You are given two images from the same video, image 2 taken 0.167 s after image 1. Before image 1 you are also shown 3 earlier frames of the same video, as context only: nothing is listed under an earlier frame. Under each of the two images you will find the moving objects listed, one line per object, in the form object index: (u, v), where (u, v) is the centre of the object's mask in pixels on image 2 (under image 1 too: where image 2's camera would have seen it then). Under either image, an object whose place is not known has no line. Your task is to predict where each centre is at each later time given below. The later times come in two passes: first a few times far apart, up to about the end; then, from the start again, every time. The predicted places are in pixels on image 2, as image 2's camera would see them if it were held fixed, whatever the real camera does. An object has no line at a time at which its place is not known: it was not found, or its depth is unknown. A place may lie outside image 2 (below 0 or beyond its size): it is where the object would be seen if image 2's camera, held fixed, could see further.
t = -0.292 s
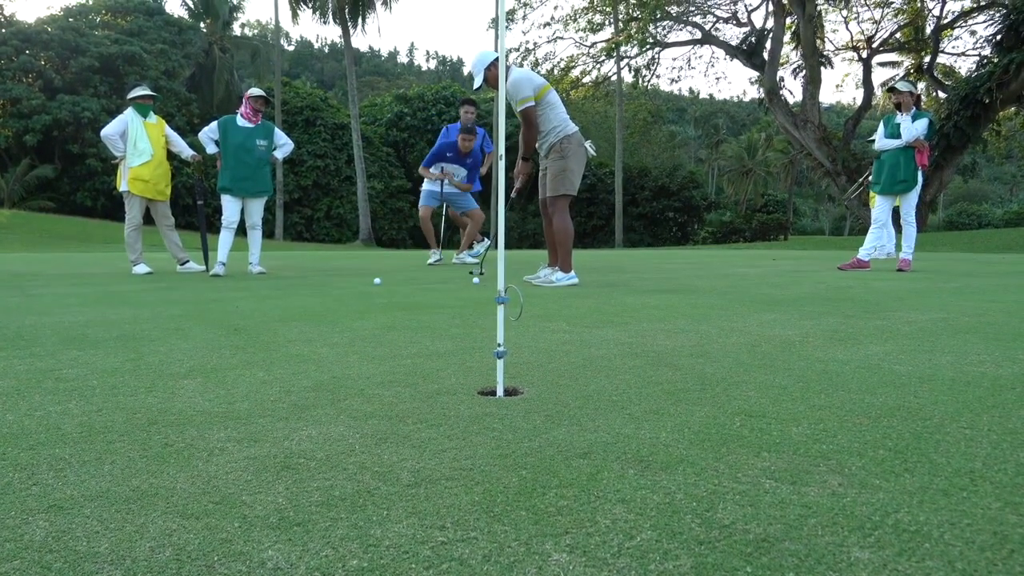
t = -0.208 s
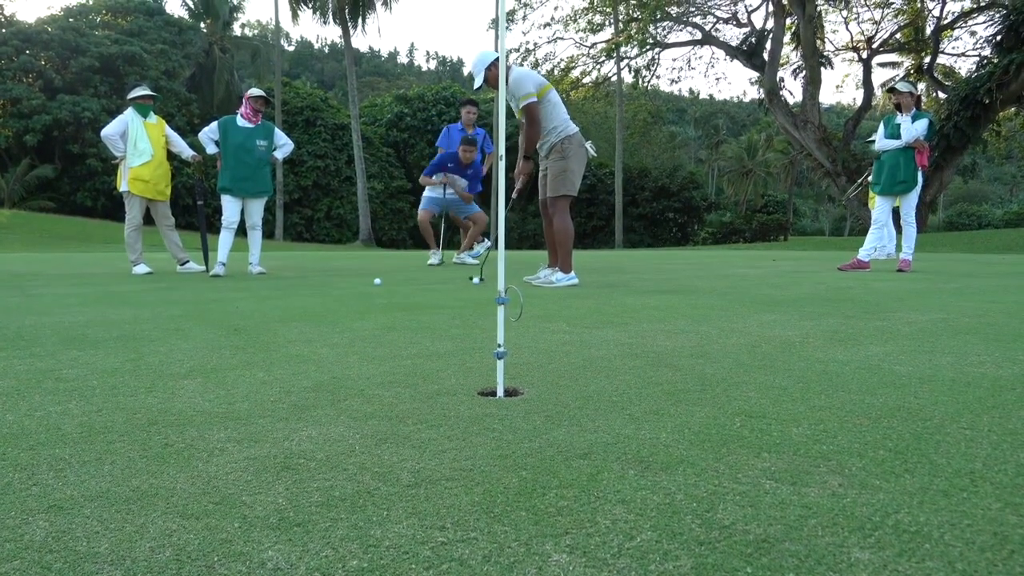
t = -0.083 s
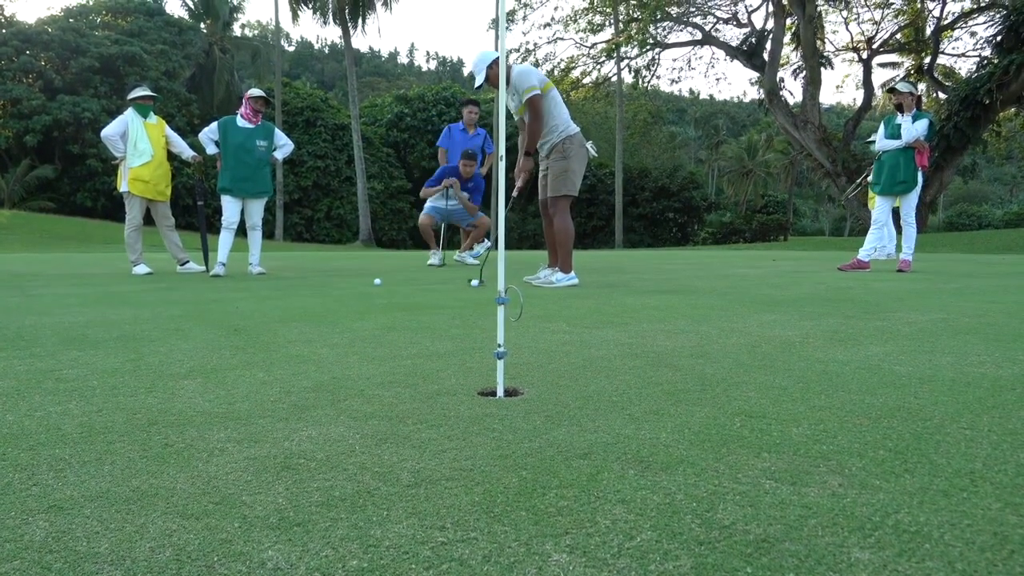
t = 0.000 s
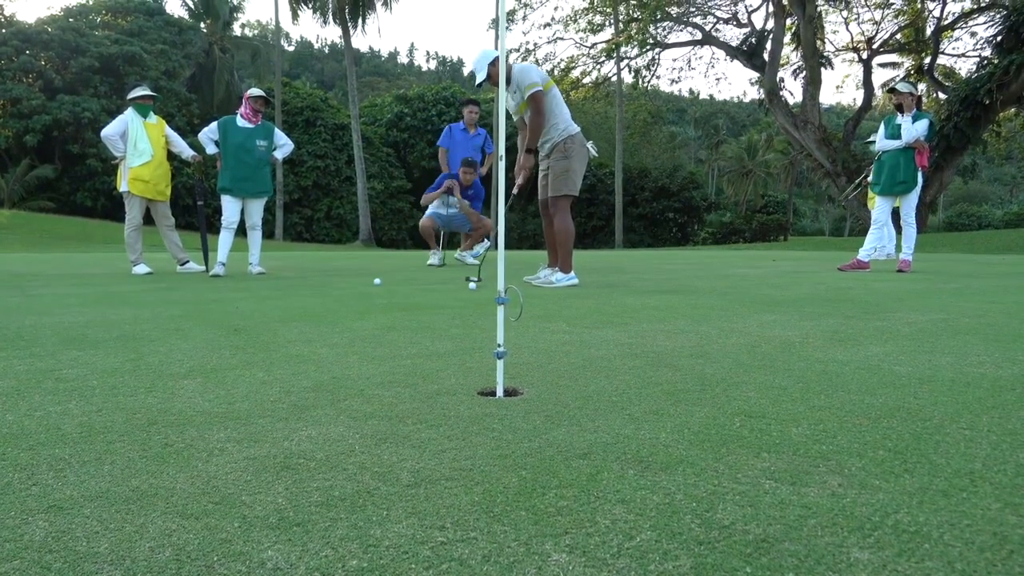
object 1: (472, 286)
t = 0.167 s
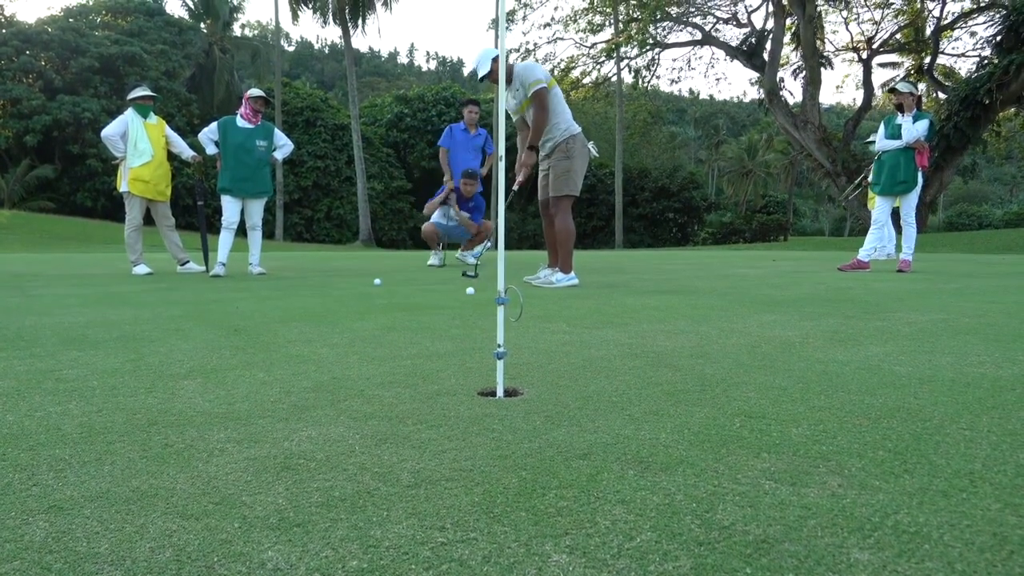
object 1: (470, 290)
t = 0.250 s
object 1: (469, 294)
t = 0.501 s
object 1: (467, 304)
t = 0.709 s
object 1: (467, 314)
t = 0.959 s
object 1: (469, 329)
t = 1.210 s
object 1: (474, 347)
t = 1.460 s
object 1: (483, 368)
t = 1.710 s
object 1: (495, 394)
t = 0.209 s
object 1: (469, 292)
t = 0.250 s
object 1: (469, 294)
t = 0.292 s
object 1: (469, 295)
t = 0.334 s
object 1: (468, 297)
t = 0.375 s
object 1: (468, 298)
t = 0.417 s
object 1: (467, 300)
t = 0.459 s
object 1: (467, 302)
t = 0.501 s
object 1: (467, 304)
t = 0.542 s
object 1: (467, 305)
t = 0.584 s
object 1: (467, 307)
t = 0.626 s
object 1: (467, 309)
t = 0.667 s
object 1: (467, 312)
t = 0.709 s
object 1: (467, 314)
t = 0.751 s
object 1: (468, 316)
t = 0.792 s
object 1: (468, 319)
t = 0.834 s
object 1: (468, 321)
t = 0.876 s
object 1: (468, 323)
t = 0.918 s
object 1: (469, 326)
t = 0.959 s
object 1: (469, 329)
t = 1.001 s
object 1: (470, 331)
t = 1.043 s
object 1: (471, 334)
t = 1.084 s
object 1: (471, 338)
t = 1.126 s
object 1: (472, 340)
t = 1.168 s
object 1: (473, 344)
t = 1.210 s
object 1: (474, 347)
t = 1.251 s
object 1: (475, 350)
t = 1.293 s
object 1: (477, 354)
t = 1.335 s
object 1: (478, 357)
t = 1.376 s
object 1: (480, 361)
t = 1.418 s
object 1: (481, 365)
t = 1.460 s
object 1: (483, 368)
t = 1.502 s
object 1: (485, 373)
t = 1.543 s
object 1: (487, 378)
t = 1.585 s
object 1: (488, 384)
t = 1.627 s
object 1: (484, 388)
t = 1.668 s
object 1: (489, 390)
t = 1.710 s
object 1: (495, 394)
